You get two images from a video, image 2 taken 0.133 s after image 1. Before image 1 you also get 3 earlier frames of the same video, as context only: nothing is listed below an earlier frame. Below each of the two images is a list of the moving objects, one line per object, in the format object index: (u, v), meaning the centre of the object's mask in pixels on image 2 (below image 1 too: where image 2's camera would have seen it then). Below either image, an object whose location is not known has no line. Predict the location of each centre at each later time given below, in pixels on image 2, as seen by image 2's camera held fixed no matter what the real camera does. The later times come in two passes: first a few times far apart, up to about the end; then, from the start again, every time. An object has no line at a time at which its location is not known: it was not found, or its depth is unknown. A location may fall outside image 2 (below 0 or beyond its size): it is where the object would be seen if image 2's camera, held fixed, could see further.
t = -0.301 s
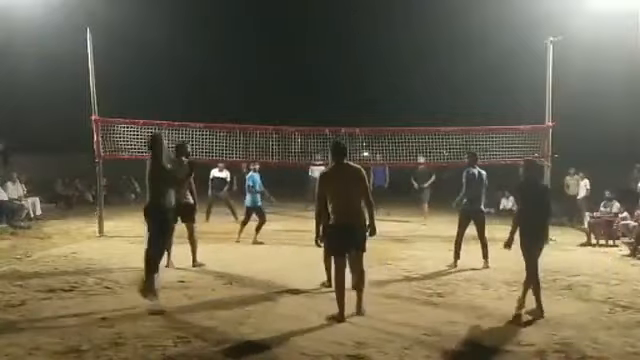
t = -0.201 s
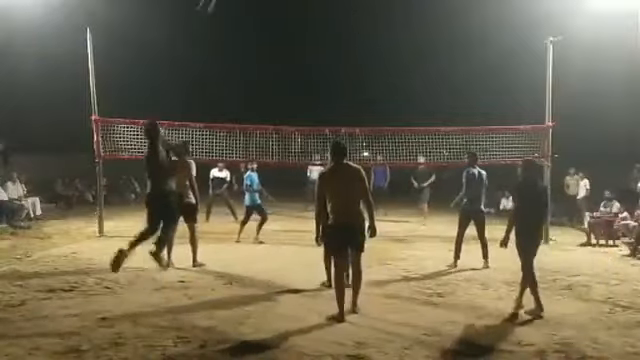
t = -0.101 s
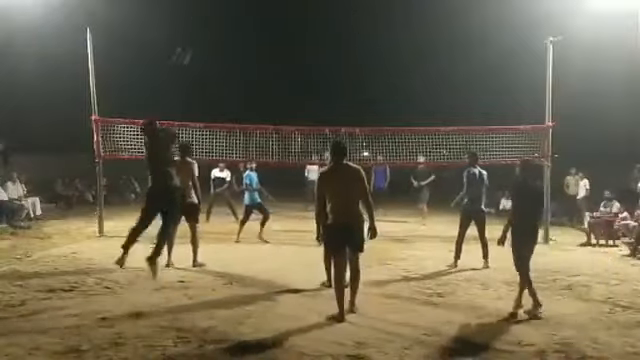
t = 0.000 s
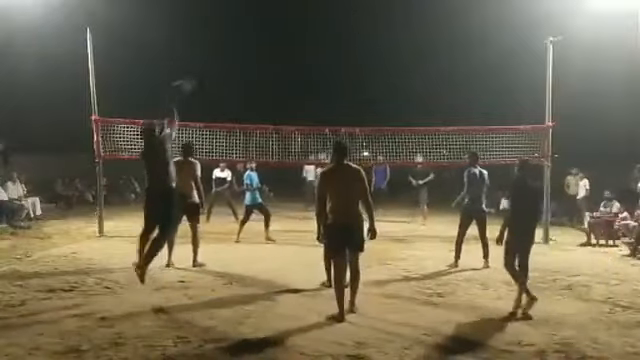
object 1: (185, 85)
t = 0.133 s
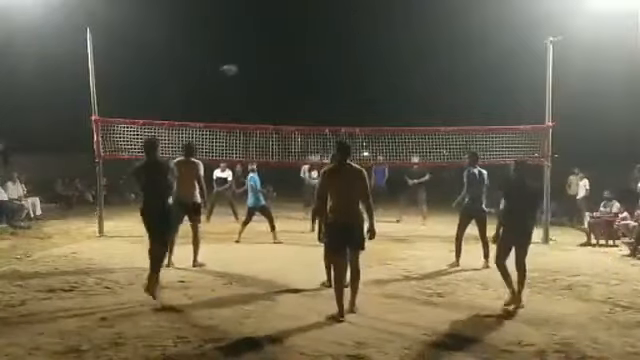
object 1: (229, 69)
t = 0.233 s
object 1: (251, 70)
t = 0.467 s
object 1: (284, 91)
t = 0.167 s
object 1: (237, 69)
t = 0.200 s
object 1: (245, 69)
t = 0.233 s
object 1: (251, 70)
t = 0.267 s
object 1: (258, 71)
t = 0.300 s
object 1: (263, 73)
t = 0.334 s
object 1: (268, 76)
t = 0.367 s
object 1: (273, 79)
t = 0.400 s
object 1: (276, 83)
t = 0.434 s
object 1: (281, 87)
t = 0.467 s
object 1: (284, 91)
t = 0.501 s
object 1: (287, 95)
